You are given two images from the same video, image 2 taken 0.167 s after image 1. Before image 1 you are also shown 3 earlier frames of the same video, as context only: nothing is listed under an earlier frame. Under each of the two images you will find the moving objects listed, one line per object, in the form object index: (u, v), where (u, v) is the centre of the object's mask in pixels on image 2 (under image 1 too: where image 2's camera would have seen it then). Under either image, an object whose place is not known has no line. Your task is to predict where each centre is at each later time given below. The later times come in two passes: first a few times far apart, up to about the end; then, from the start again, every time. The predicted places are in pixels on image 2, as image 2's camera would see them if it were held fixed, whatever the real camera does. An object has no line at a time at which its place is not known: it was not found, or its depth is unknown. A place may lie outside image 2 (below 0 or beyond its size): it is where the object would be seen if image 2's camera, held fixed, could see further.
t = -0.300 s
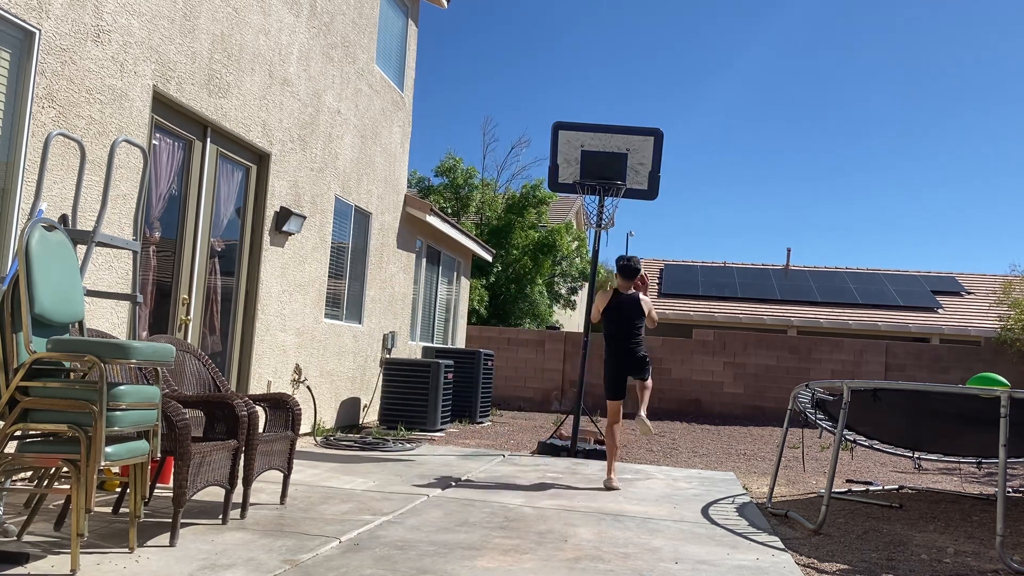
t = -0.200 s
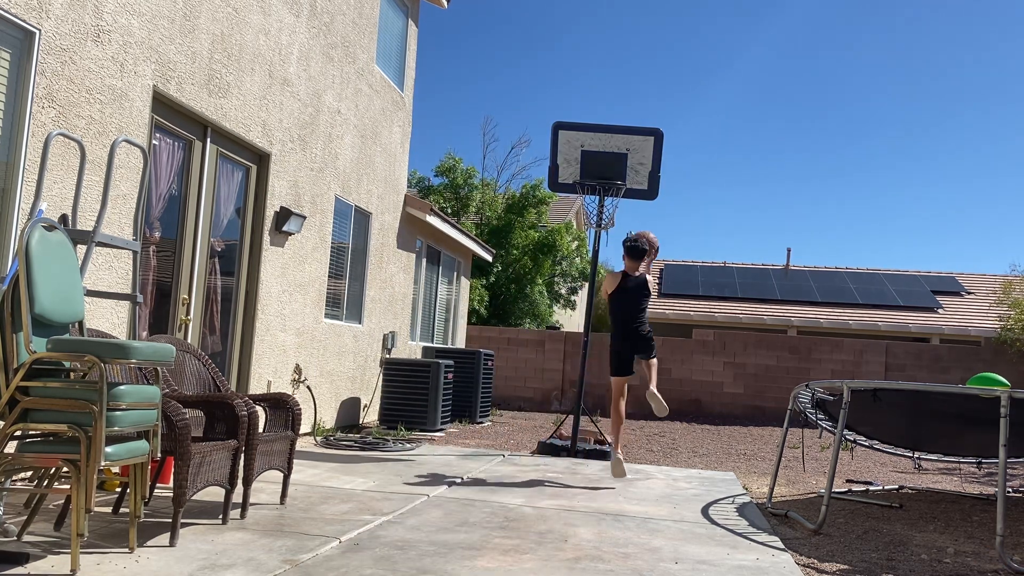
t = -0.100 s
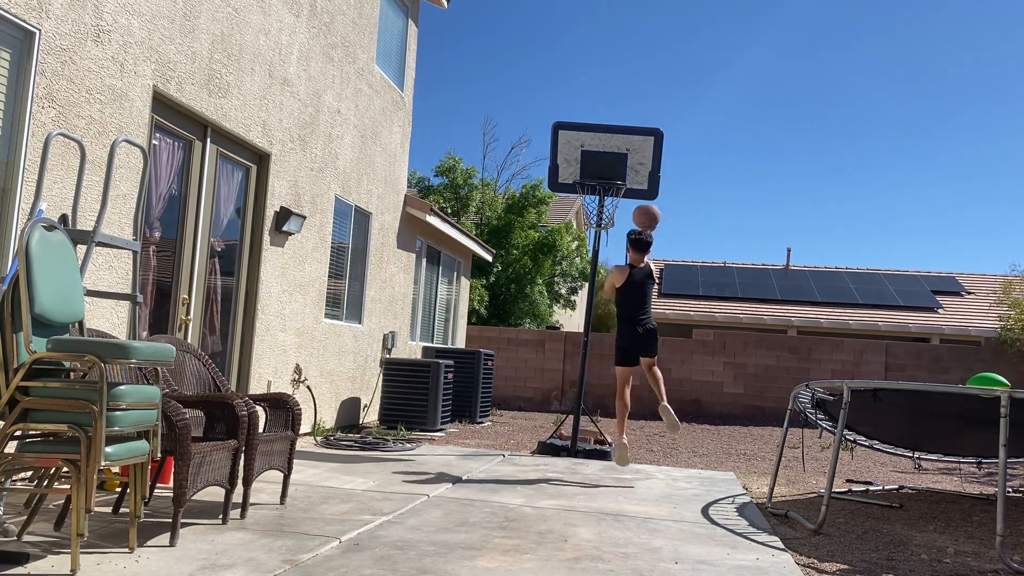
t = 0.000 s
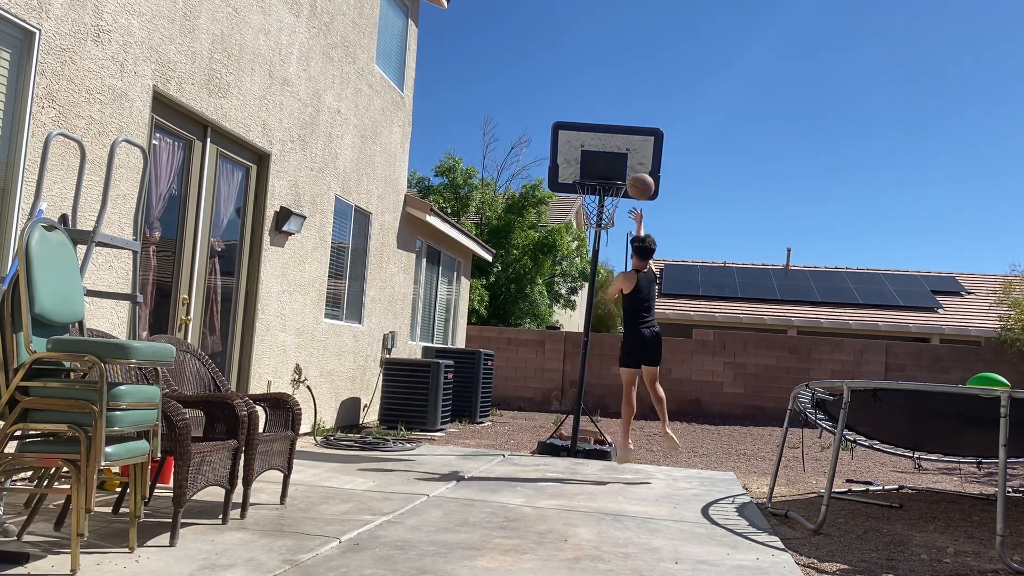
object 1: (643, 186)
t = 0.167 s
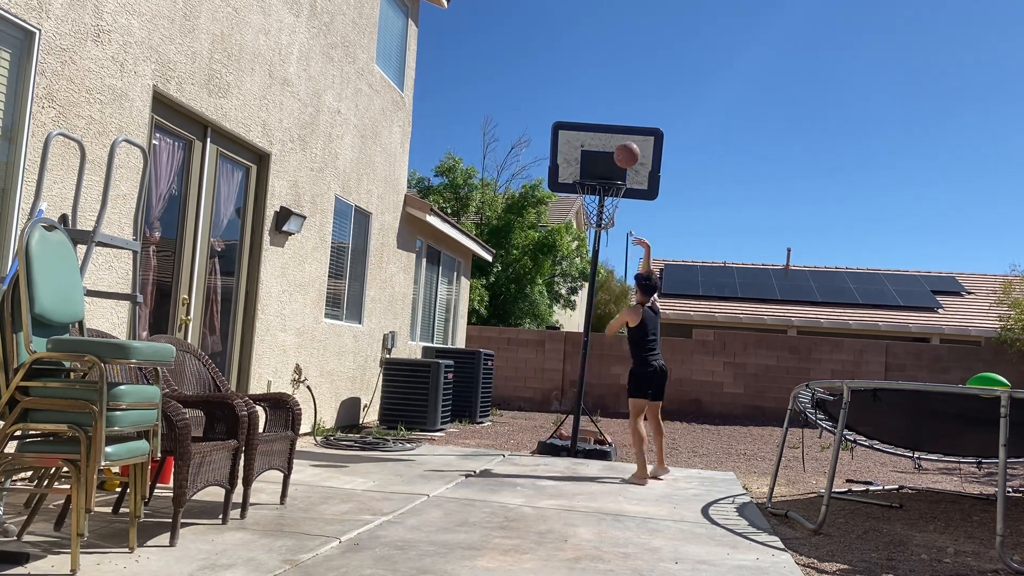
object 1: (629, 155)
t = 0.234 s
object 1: (622, 150)
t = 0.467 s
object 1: (602, 171)
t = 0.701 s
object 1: (589, 216)
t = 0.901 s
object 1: (606, 217)
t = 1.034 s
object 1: (607, 214)
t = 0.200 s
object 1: (626, 152)
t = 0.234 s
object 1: (622, 150)
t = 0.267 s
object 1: (619, 150)
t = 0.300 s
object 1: (617, 151)
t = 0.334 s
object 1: (614, 153)
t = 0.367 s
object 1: (610, 156)
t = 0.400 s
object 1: (608, 160)
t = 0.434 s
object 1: (604, 165)
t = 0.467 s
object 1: (602, 171)
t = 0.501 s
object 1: (598, 179)
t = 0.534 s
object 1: (593, 188)
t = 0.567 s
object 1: (590, 197)
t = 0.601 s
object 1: (589, 205)
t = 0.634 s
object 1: (588, 210)
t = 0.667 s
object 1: (589, 214)
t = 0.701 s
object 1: (589, 216)
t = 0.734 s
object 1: (591, 217)
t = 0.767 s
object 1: (595, 217)
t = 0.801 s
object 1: (597, 219)
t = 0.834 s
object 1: (601, 218)
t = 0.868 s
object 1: (604, 217)
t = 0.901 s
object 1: (606, 217)
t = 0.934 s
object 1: (607, 216)
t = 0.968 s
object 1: (607, 215)
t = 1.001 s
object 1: (608, 214)
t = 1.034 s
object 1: (607, 214)
